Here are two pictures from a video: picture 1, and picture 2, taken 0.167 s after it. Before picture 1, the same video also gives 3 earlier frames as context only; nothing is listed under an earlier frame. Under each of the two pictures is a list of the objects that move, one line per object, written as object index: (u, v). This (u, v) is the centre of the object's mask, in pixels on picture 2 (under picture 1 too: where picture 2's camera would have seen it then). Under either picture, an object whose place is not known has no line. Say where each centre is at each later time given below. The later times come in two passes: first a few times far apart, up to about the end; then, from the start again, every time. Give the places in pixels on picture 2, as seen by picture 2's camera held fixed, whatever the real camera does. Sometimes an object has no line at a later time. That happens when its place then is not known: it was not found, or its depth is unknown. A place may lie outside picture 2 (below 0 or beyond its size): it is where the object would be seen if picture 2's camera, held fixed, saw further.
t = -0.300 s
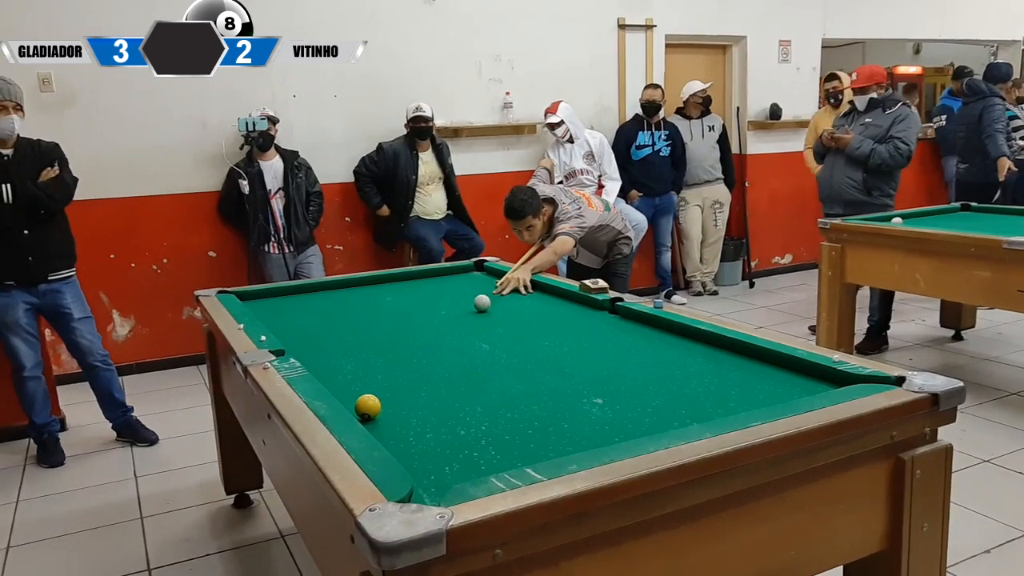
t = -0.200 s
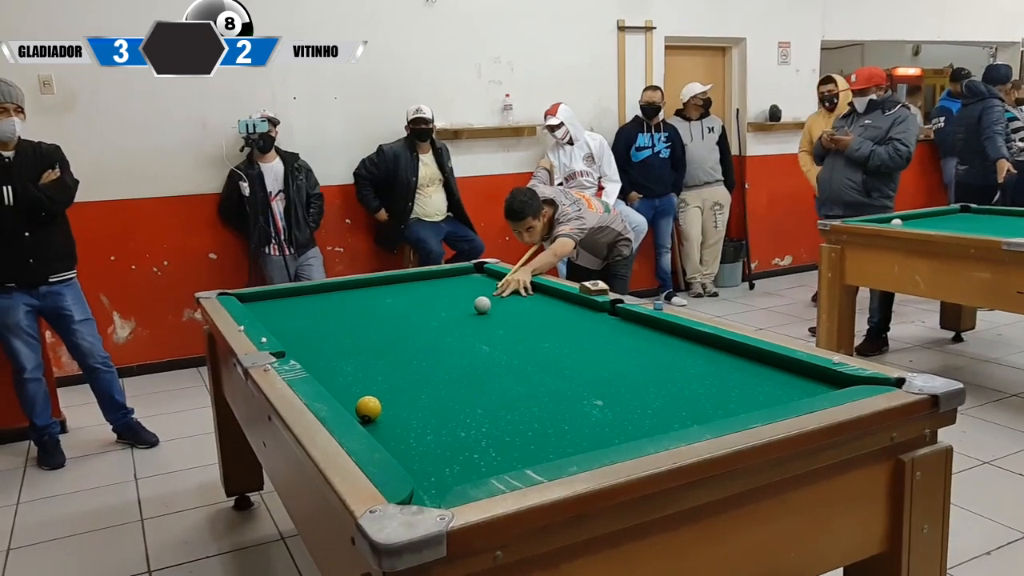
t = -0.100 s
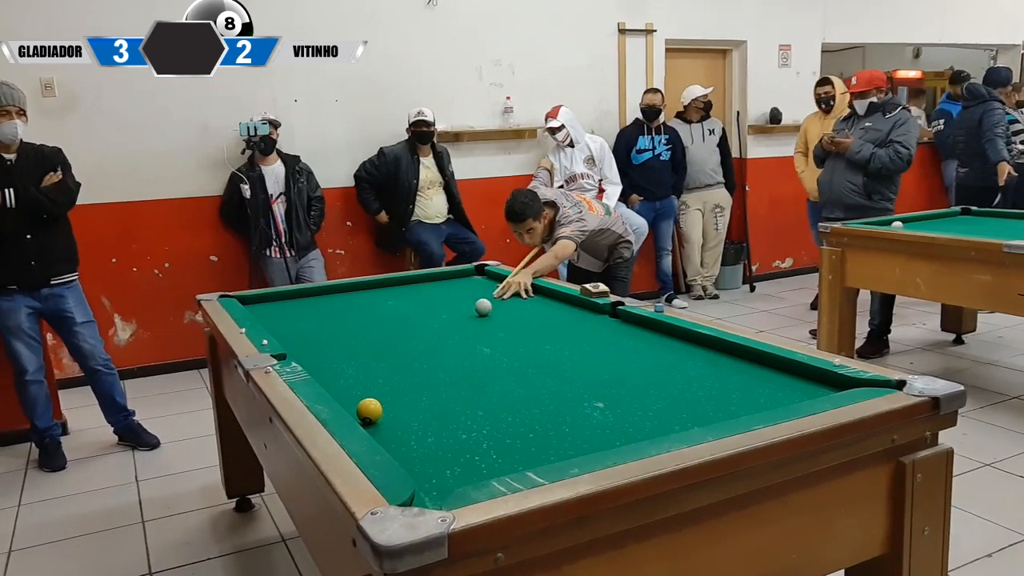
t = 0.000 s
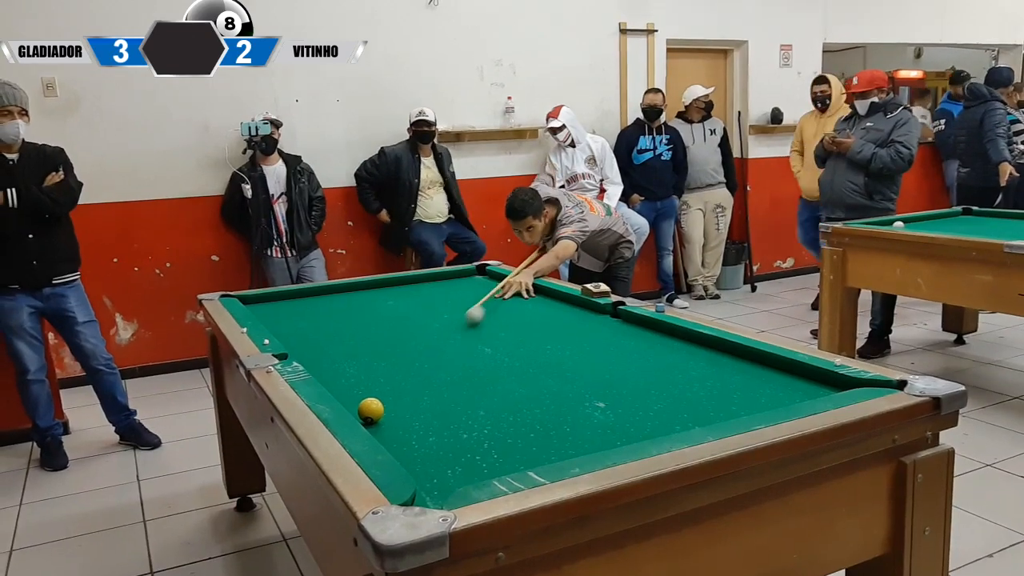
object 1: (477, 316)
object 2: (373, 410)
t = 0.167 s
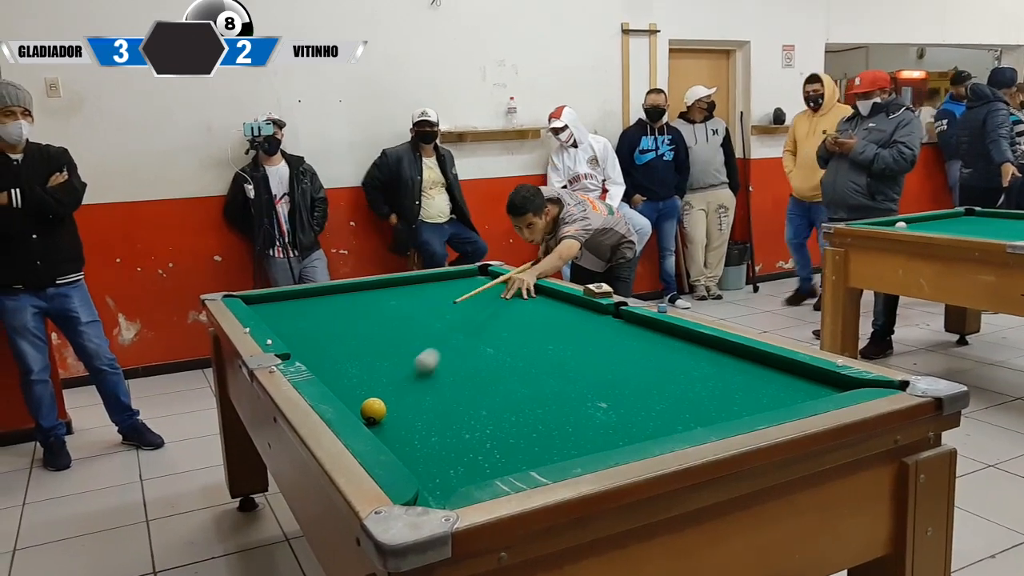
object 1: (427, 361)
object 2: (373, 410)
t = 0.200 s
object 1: (415, 371)
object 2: (373, 410)
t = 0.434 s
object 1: (372, 409)
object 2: (459, 426)
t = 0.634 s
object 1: (386, 420)
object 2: (587, 437)
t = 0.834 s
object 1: (412, 430)
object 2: (672, 420)
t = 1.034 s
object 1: (438, 441)
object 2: (713, 391)
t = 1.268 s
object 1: (469, 453)
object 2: (751, 362)
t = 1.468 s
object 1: (497, 462)
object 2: (704, 354)
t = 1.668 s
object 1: (515, 464)
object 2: (640, 351)
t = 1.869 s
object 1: (504, 463)
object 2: (580, 348)
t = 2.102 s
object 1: (493, 460)
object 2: (518, 345)
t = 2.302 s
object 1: (484, 457)
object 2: (468, 342)
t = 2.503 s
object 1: (477, 454)
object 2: (422, 340)
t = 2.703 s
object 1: (471, 451)
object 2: (378, 338)
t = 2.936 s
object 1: (466, 448)
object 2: (331, 336)
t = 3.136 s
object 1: (462, 447)
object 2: (293, 334)
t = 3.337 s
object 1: (459, 446)
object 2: (286, 330)
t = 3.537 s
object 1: (458, 446)
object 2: (297, 325)
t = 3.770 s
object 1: (458, 445)
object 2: (308, 319)
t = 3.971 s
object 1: (458, 445)
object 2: (316, 315)
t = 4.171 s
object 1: (458, 445)
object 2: (324, 311)
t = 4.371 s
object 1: (458, 445)
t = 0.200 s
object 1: (415, 371)
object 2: (373, 410)
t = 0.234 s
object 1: (402, 384)
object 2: (373, 411)
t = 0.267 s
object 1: (390, 393)
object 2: (373, 411)
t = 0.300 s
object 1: (383, 398)
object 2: (372, 416)
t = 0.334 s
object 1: (380, 400)
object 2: (391, 419)
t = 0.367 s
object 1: (378, 404)
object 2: (415, 422)
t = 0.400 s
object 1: (376, 406)
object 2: (437, 425)
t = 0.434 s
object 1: (372, 409)
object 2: (459, 426)
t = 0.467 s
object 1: (369, 411)
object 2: (479, 428)
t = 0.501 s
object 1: (368, 414)
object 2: (500, 430)
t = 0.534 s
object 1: (373, 416)
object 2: (521, 432)
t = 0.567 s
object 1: (378, 417)
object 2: (542, 433)
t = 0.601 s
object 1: (382, 419)
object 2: (565, 434)
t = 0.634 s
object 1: (386, 420)
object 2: (587, 437)
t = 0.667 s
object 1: (390, 422)
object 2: (608, 437)
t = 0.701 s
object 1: (395, 424)
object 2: (630, 436)
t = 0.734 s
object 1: (399, 425)
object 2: (649, 433)
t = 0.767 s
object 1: (403, 427)
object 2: (657, 429)
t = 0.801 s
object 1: (407, 429)
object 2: (665, 424)
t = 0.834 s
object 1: (412, 430)
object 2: (672, 420)
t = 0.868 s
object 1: (416, 432)
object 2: (680, 415)
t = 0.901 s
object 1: (420, 434)
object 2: (687, 410)
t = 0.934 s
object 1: (424, 435)
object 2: (694, 405)
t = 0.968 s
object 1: (429, 437)
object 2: (701, 400)
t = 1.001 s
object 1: (433, 439)
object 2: (707, 395)
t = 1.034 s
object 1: (438, 441)
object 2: (713, 391)
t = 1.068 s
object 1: (442, 442)
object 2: (719, 386)
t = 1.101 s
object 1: (446, 444)
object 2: (725, 382)
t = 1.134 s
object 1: (451, 446)
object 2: (730, 378)
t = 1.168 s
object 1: (455, 448)
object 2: (736, 373)
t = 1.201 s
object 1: (460, 449)
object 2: (741, 370)
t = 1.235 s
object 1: (464, 451)
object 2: (746, 366)
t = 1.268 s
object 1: (469, 453)
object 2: (751, 362)
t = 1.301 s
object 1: (474, 455)
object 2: (755, 359)
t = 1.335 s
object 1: (478, 456)
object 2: (751, 357)
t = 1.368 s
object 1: (483, 458)
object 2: (738, 356)
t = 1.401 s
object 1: (487, 460)
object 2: (726, 356)
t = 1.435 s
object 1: (492, 461)
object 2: (715, 355)
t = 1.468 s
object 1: (497, 462)
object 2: (704, 354)
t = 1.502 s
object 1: (501, 463)
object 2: (693, 354)
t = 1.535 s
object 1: (506, 464)
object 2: (681, 353)
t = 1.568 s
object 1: (510, 464)
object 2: (671, 353)
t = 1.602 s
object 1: (514, 465)
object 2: (660, 352)
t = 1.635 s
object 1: (516, 465)
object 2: (649, 352)
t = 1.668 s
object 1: (515, 464)
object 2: (640, 351)
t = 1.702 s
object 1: (513, 464)
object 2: (629, 351)
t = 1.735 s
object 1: (511, 464)
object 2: (620, 350)
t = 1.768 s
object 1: (509, 464)
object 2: (609, 349)
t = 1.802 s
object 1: (507, 464)
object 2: (599, 349)
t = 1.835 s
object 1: (505, 463)
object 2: (590, 348)
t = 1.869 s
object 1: (504, 463)
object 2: (580, 348)
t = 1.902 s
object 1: (502, 463)
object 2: (571, 347)
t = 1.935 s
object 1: (501, 462)
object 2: (562, 347)
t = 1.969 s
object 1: (498, 462)
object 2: (553, 346)
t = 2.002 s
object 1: (497, 462)
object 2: (544, 346)
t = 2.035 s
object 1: (496, 462)
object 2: (535, 346)
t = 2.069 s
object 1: (494, 461)
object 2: (526, 345)
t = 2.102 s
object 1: (493, 460)
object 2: (518, 345)
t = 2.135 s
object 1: (491, 460)
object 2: (509, 344)
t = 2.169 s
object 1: (490, 460)
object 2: (501, 344)
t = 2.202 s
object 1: (488, 459)
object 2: (492, 343)
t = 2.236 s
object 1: (487, 458)
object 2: (484, 343)
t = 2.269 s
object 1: (485, 457)
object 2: (476, 343)
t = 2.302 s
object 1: (484, 457)
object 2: (468, 342)
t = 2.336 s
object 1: (483, 456)
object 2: (460, 342)
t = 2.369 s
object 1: (482, 455)
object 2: (453, 341)
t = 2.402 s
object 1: (481, 455)
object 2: (444, 341)
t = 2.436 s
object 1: (479, 454)
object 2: (436, 341)
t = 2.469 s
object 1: (478, 454)
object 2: (429, 341)
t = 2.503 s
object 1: (477, 454)
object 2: (422, 340)
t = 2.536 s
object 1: (476, 453)
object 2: (414, 340)
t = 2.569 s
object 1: (475, 452)
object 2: (407, 339)
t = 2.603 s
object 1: (474, 452)
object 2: (399, 339)
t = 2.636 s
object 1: (473, 452)
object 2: (392, 339)
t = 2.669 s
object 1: (472, 451)
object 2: (385, 339)
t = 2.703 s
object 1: (471, 451)
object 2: (378, 338)
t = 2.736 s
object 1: (470, 450)
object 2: (371, 338)
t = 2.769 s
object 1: (469, 450)
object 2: (365, 338)
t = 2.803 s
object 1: (469, 449)
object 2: (357, 337)
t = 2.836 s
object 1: (468, 449)
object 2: (351, 337)
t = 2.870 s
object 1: (467, 449)
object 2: (344, 337)
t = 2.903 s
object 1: (466, 448)
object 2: (337, 336)
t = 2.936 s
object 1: (466, 448)
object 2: (331, 336)
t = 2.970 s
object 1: (465, 448)
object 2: (324, 336)
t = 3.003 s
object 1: (464, 448)
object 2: (318, 335)
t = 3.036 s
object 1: (464, 447)
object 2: (312, 335)
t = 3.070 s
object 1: (463, 447)
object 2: (305, 335)
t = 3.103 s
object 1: (462, 447)
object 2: (299, 335)
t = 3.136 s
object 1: (462, 447)
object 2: (293, 334)
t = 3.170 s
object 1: (461, 447)
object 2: (287, 334)
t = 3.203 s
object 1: (461, 446)
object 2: (282, 332)
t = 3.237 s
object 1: (460, 446)
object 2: (282, 332)
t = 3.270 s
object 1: (460, 446)
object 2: (283, 332)
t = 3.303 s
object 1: (460, 446)
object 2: (285, 331)
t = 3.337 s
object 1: (459, 446)
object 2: (286, 330)
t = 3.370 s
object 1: (459, 446)
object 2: (288, 329)
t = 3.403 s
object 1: (458, 446)
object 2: (290, 328)
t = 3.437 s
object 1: (458, 446)
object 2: (292, 327)
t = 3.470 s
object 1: (458, 446)
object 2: (294, 327)
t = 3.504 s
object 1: (458, 446)
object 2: (295, 326)
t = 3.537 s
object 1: (458, 446)
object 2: (297, 325)
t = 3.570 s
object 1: (457, 446)
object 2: (299, 324)
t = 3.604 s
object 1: (458, 446)
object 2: (300, 323)
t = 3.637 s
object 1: (458, 446)
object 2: (302, 322)
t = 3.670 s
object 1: (458, 445)
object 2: (304, 322)
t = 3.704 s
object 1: (458, 445)
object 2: (305, 321)
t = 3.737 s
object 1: (458, 446)
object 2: (306, 320)
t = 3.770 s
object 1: (458, 445)
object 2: (308, 319)
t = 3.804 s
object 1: (458, 445)
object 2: (309, 319)
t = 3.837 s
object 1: (458, 445)
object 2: (311, 318)
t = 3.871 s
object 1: (458, 445)
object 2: (312, 317)
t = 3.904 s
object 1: (458, 446)
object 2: (314, 317)
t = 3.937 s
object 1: (458, 446)
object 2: (315, 316)
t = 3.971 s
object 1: (458, 445)
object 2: (316, 315)
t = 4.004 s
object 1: (458, 445)
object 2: (318, 314)
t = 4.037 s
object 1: (458, 445)
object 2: (319, 314)
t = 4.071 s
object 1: (458, 445)
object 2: (320, 313)
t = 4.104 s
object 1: (458, 445)
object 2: (322, 312)
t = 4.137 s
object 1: (458, 445)
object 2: (323, 312)
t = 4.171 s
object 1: (458, 445)
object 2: (324, 311)
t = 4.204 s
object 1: (458, 445)
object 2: (325, 311)
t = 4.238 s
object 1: (458, 445)
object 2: (327, 310)
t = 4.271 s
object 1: (458, 445)
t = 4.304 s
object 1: (458, 445)
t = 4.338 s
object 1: (458, 445)
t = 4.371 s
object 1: (458, 445)
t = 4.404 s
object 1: (460, 444)
